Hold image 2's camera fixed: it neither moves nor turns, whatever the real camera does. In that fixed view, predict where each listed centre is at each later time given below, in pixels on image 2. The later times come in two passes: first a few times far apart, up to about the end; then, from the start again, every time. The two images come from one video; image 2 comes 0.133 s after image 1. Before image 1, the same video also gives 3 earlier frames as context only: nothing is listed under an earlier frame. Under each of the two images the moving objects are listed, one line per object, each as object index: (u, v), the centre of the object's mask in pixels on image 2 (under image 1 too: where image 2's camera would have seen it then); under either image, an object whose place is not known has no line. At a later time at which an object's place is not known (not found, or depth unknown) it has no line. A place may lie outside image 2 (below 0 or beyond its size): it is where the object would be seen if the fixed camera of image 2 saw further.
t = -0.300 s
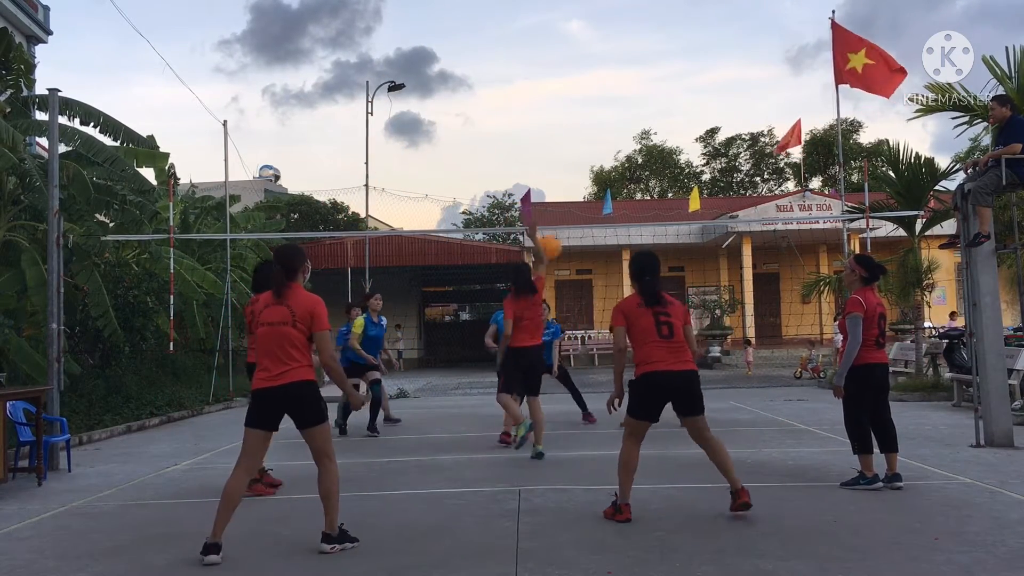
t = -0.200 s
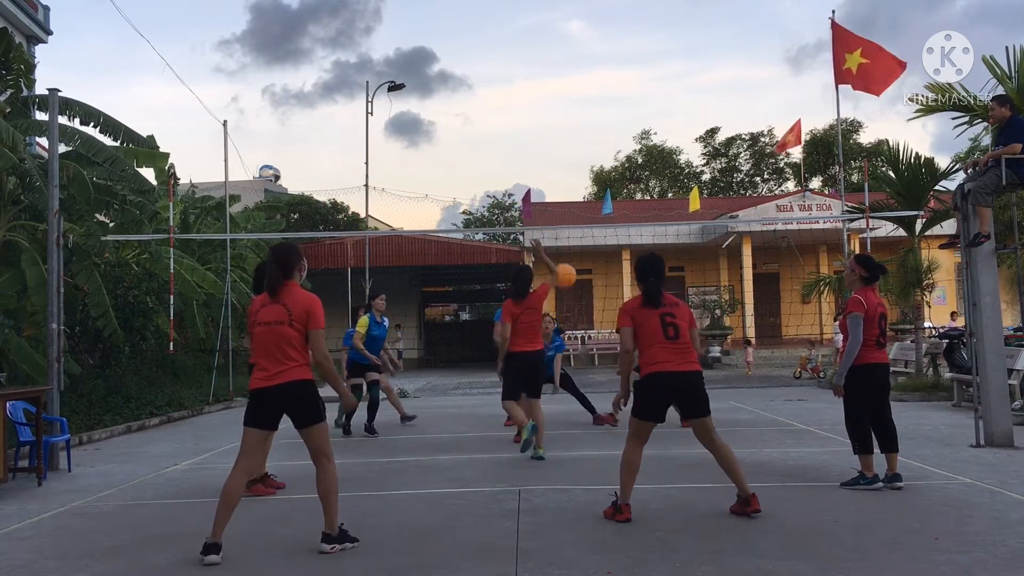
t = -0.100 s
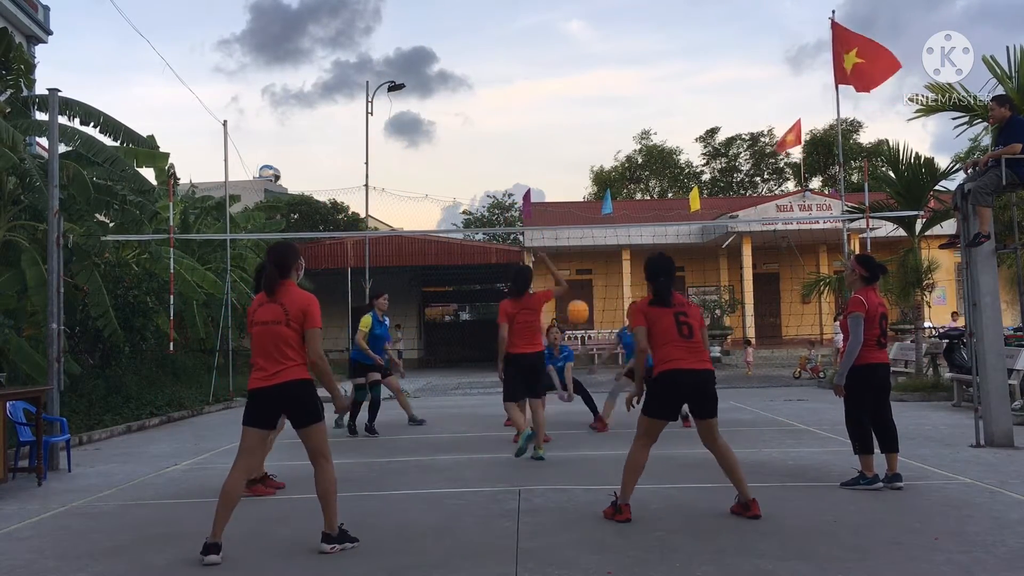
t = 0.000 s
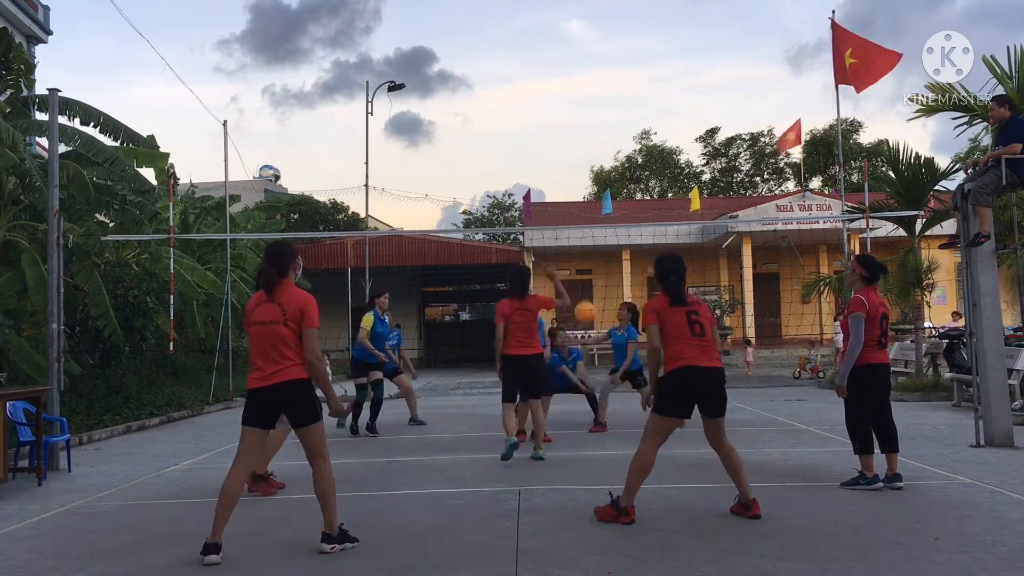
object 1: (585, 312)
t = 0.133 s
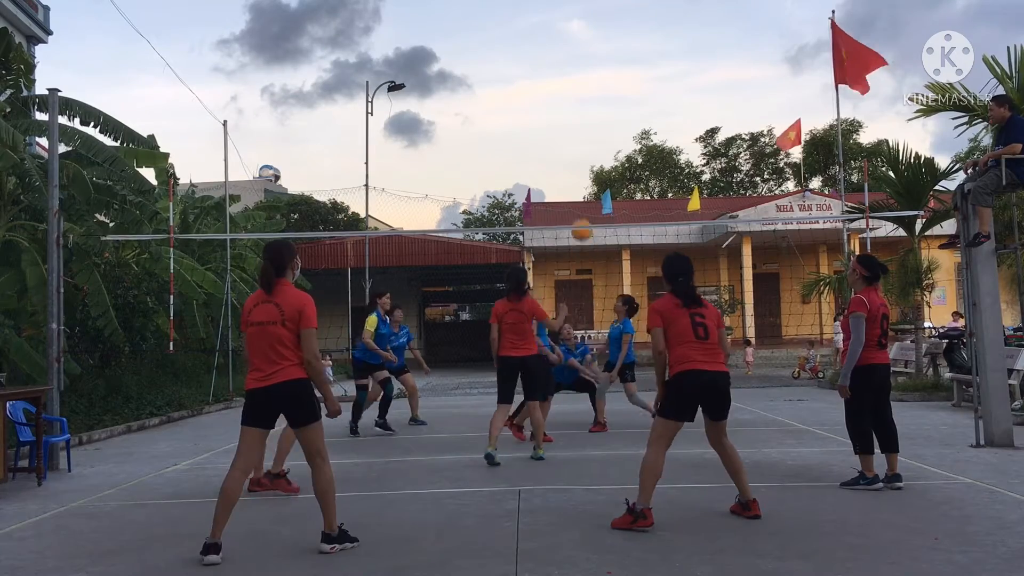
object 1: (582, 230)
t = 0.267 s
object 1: (577, 166)
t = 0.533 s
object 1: (564, 90)
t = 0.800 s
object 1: (553, 75)
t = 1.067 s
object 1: (543, 116)
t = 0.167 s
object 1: (581, 213)
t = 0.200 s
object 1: (579, 195)
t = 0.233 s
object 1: (578, 180)
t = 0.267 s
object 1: (577, 166)
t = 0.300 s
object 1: (575, 153)
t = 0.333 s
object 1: (574, 141)
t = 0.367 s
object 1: (572, 130)
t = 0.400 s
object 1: (570, 120)
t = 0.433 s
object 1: (569, 111)
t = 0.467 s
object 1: (567, 103)
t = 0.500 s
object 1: (566, 96)
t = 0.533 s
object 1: (564, 90)
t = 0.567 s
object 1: (563, 85)
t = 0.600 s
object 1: (562, 80)
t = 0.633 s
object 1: (560, 78)
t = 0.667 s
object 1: (558, 76)
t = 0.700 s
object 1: (557, 74)
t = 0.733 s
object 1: (555, 73)
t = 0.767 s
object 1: (554, 73)
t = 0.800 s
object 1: (553, 75)
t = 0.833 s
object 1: (551, 77)
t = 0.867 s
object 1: (550, 80)
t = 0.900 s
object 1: (549, 84)
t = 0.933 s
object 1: (547, 89)
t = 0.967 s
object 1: (546, 95)
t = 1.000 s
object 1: (545, 101)
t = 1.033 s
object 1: (544, 108)
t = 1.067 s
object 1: (543, 116)
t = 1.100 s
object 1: (542, 125)
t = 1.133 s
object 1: (540, 135)
